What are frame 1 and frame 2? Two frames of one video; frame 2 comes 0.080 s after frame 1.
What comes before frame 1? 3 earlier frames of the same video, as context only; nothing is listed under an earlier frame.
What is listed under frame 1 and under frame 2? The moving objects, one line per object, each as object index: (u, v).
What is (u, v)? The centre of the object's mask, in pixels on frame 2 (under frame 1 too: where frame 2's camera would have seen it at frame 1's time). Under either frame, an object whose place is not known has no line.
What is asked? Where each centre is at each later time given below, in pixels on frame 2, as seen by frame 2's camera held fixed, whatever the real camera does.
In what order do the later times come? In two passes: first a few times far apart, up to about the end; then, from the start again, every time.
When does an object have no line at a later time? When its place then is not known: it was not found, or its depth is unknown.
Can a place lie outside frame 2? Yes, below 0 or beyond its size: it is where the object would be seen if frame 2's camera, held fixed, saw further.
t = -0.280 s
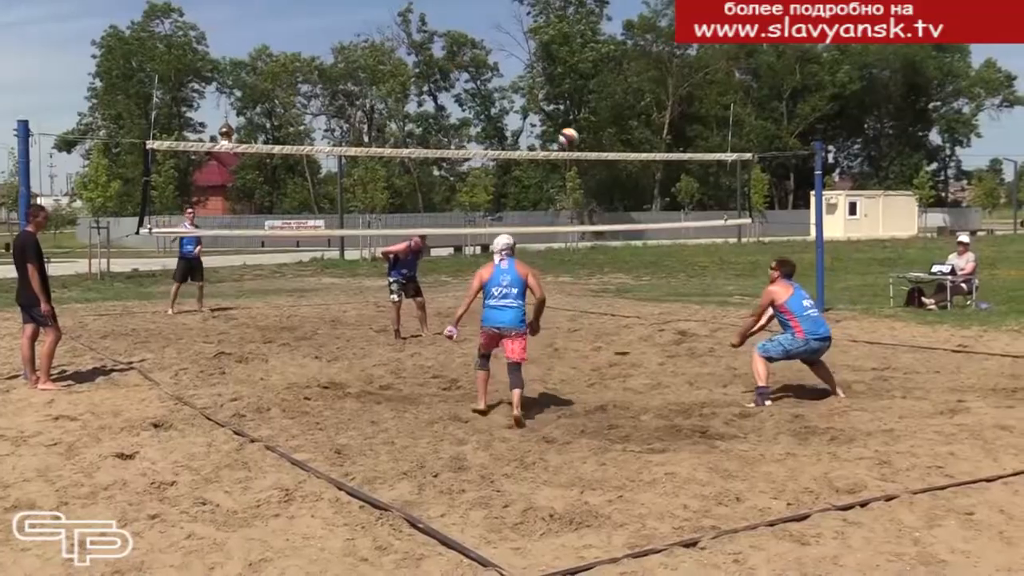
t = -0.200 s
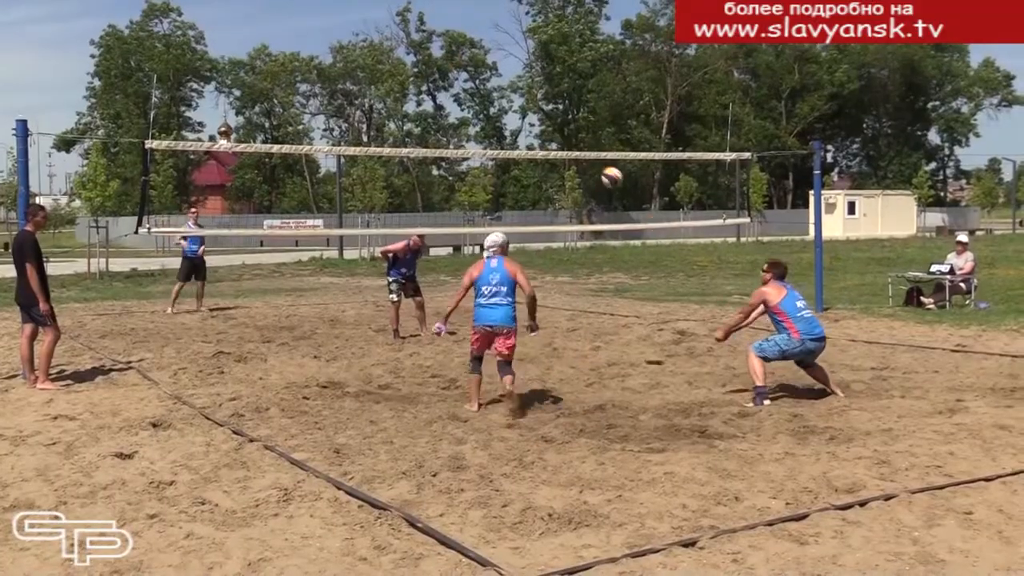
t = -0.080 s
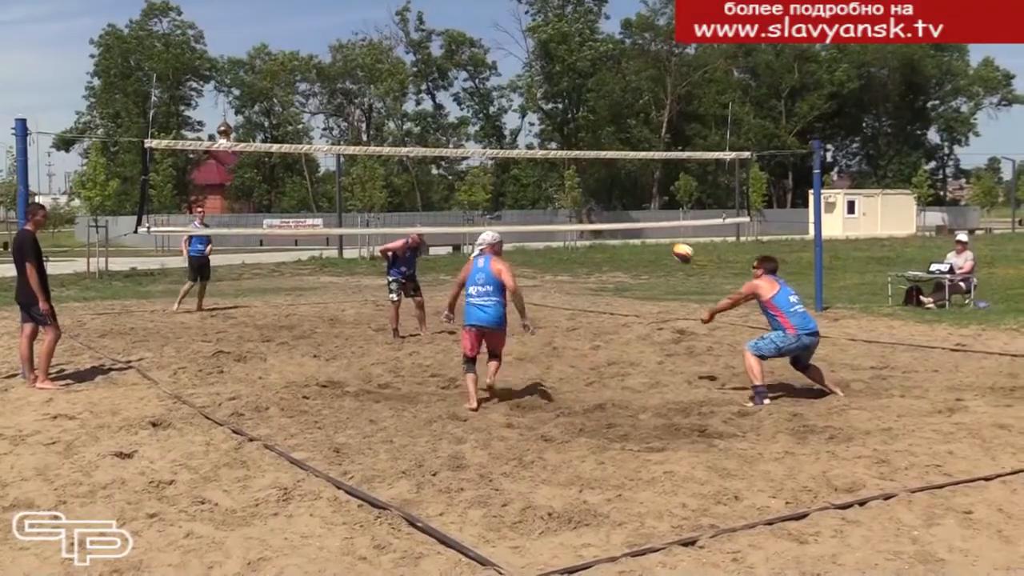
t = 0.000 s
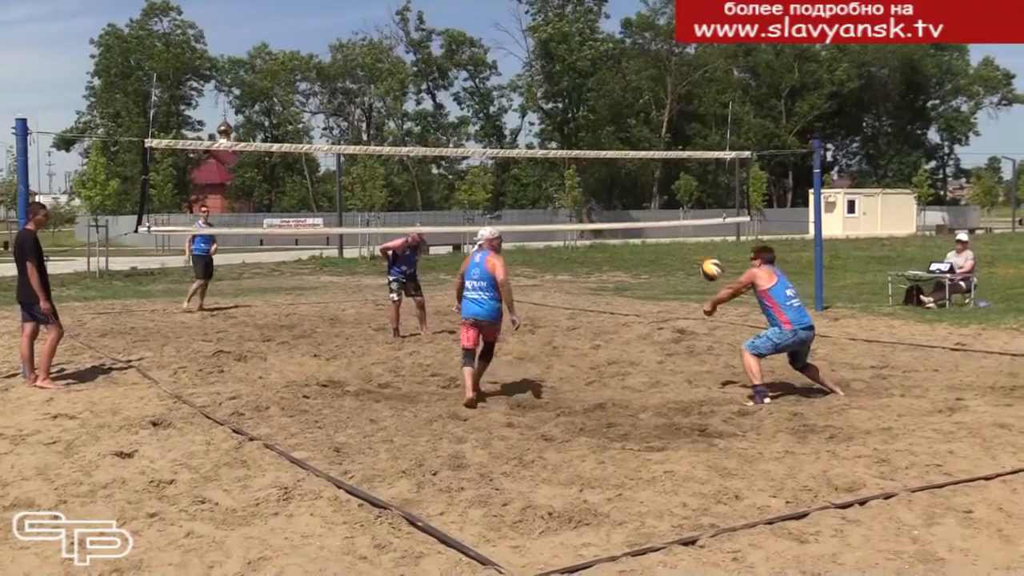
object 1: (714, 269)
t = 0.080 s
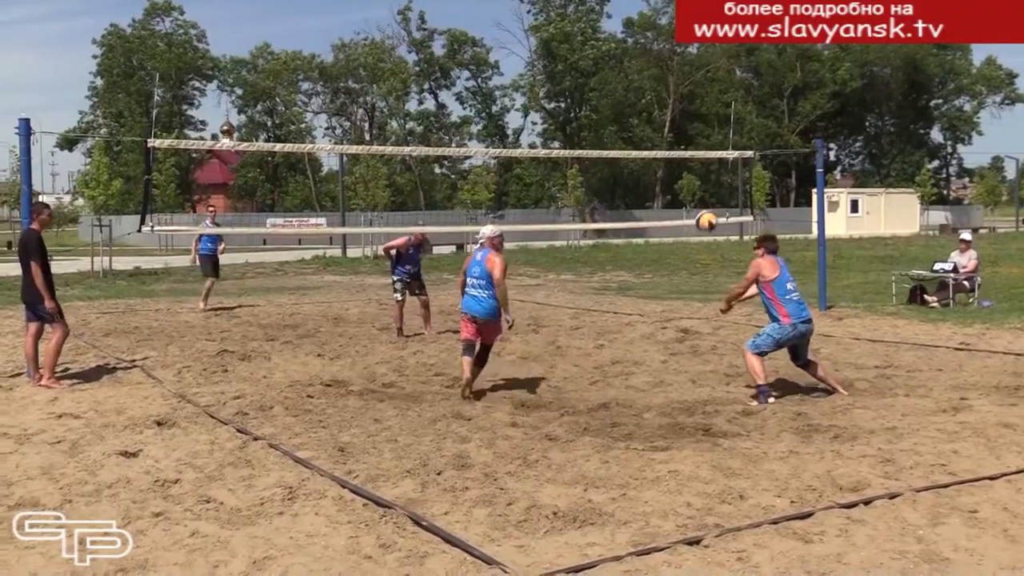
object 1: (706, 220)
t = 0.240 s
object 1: (691, 146)
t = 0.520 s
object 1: (665, 84)
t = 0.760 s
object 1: (645, 94)
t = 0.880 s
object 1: (636, 118)
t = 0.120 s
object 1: (703, 199)
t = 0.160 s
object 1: (698, 178)
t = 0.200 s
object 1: (695, 161)
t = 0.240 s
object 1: (691, 146)
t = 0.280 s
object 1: (687, 132)
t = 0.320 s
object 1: (684, 120)
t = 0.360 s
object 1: (679, 110)
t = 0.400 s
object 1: (676, 99)
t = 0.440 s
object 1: (672, 92)
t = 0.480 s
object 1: (669, 86)
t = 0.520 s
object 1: (665, 84)
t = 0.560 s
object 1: (661, 80)
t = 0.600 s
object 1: (658, 80)
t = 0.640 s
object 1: (654, 81)
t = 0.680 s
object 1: (651, 85)
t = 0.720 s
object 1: (648, 87)
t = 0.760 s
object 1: (645, 94)
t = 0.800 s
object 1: (641, 100)
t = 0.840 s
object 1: (638, 109)
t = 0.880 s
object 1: (636, 118)
